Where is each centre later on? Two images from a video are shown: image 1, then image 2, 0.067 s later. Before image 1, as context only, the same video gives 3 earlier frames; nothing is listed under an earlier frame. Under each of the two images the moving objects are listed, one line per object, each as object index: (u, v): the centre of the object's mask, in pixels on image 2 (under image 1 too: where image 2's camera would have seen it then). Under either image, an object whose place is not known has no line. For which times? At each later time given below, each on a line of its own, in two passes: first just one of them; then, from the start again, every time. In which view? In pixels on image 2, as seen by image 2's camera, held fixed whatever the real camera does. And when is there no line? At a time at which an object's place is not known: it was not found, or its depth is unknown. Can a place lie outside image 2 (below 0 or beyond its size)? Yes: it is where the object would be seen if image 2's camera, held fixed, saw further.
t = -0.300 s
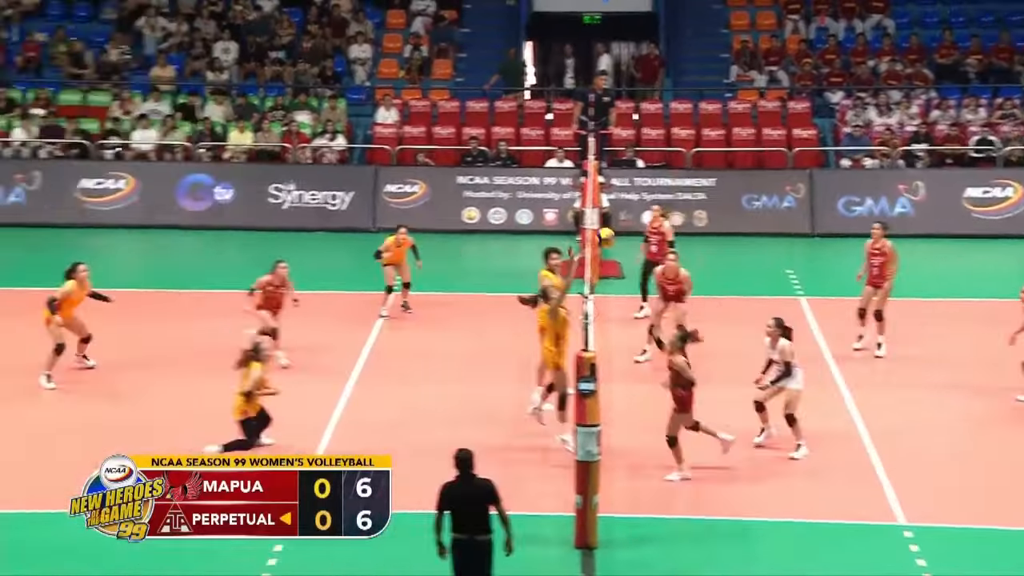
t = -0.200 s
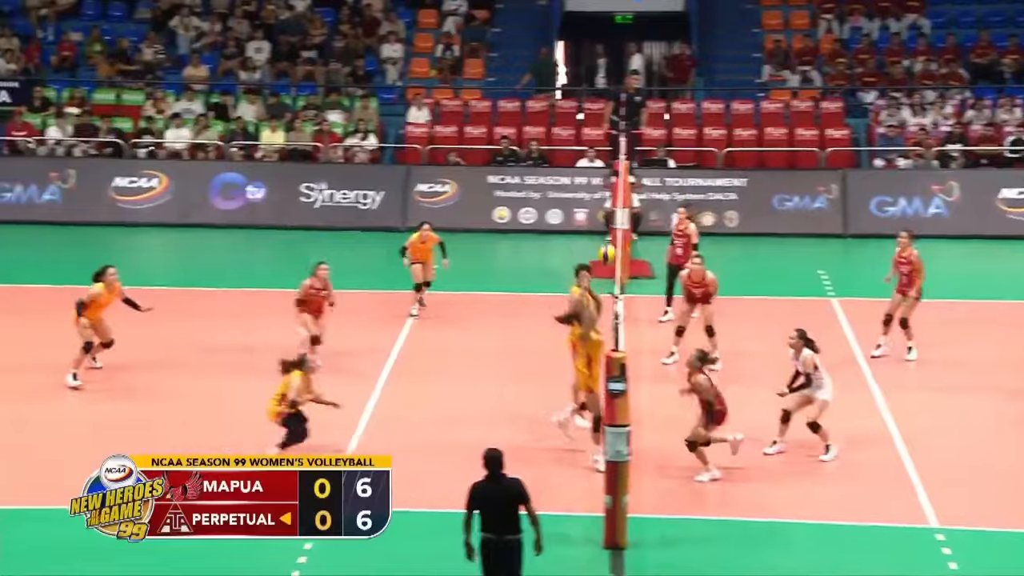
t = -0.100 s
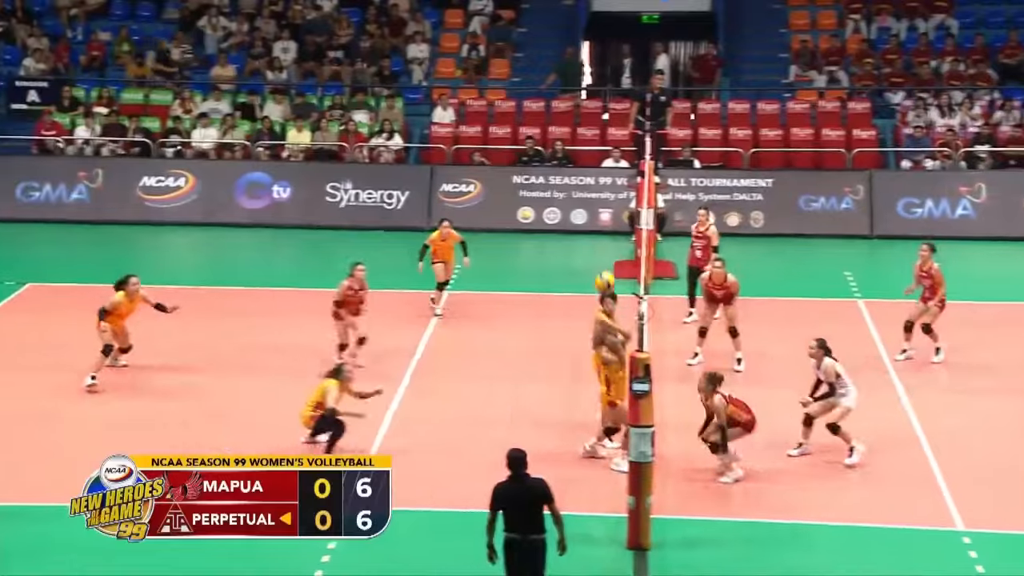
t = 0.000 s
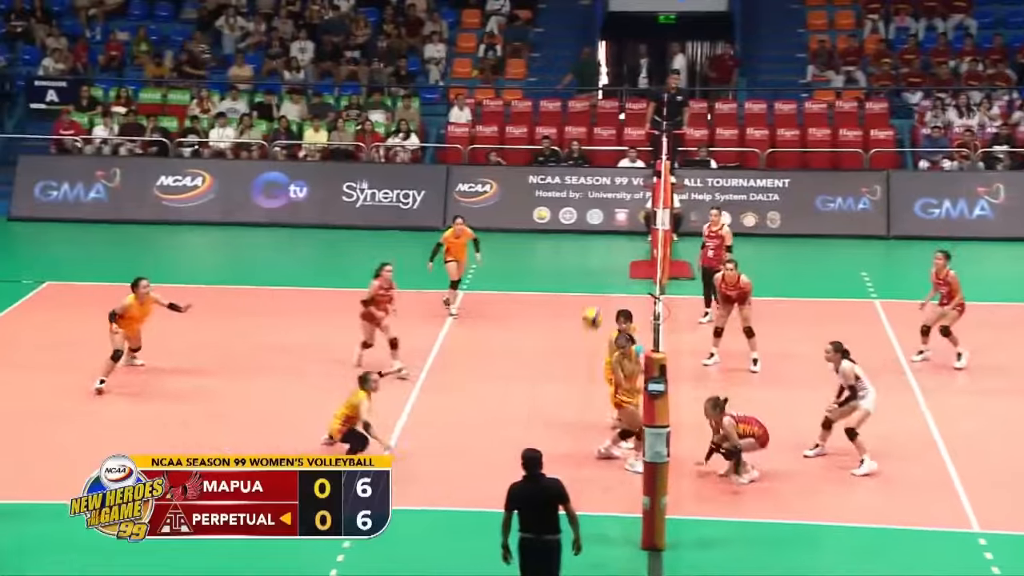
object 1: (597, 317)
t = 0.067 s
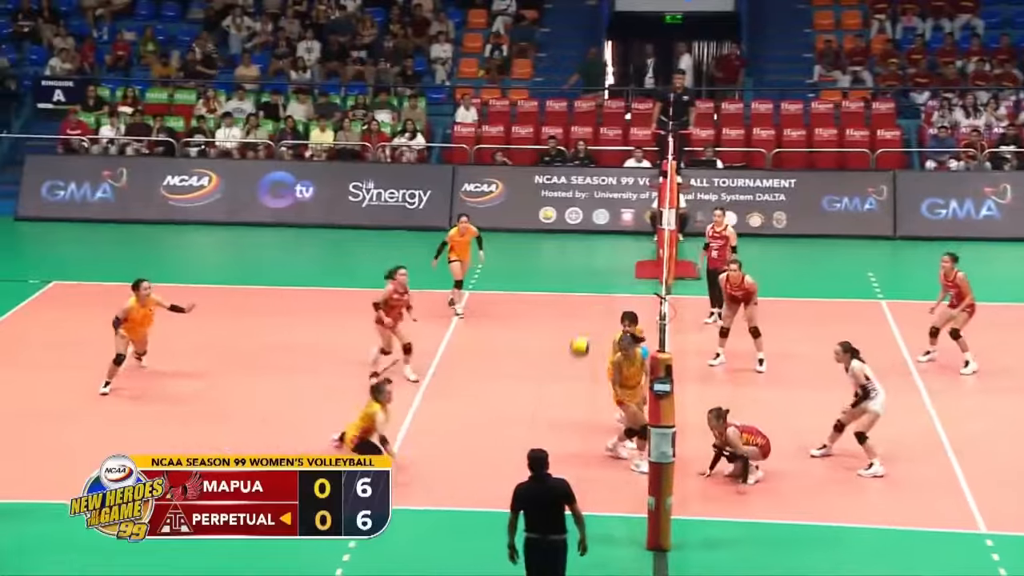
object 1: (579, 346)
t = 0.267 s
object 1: (521, 456)
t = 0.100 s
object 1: (570, 364)
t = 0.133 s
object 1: (561, 379)
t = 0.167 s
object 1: (550, 396)
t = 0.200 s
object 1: (543, 415)
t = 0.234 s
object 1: (534, 435)
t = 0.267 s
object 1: (521, 456)
